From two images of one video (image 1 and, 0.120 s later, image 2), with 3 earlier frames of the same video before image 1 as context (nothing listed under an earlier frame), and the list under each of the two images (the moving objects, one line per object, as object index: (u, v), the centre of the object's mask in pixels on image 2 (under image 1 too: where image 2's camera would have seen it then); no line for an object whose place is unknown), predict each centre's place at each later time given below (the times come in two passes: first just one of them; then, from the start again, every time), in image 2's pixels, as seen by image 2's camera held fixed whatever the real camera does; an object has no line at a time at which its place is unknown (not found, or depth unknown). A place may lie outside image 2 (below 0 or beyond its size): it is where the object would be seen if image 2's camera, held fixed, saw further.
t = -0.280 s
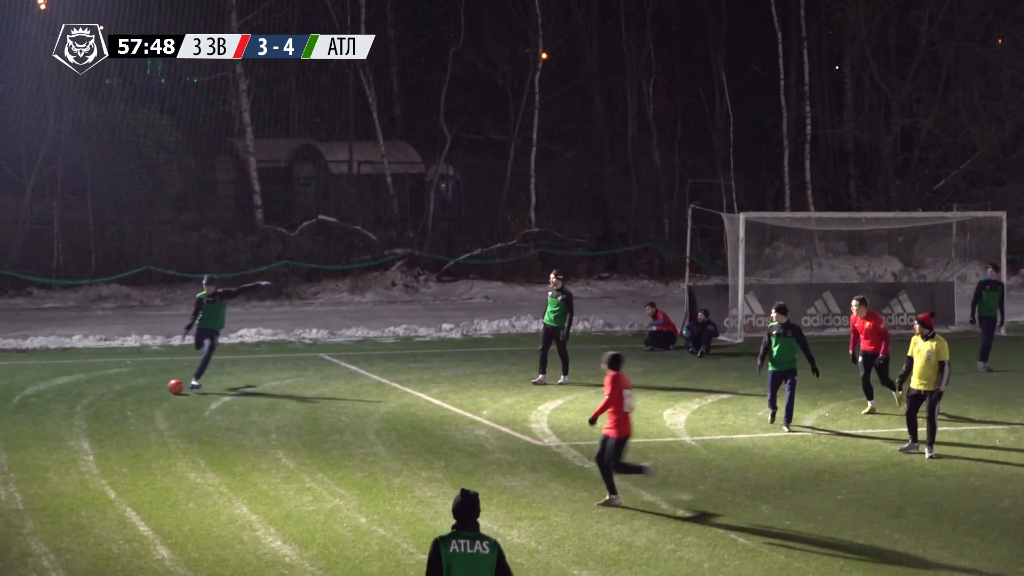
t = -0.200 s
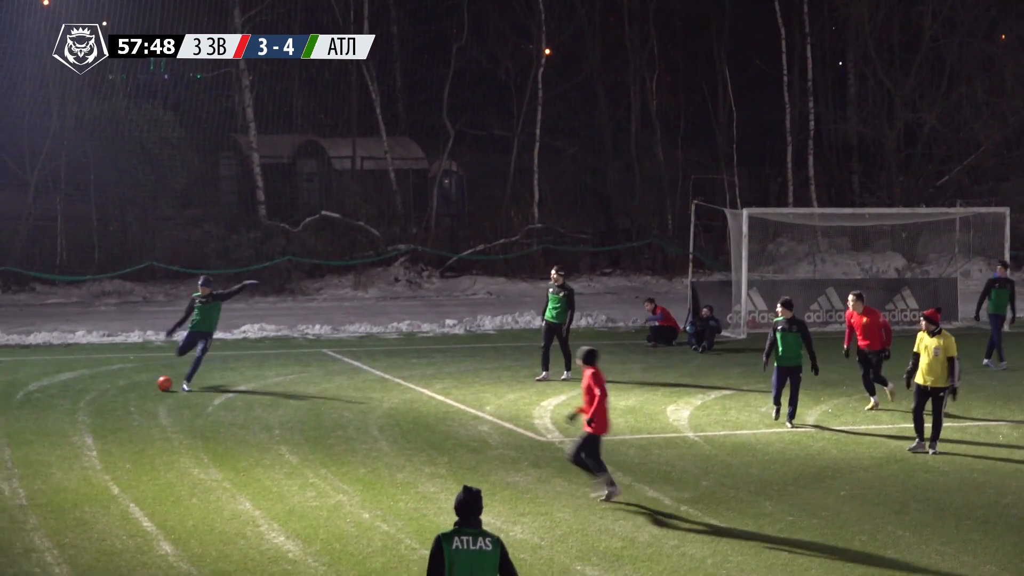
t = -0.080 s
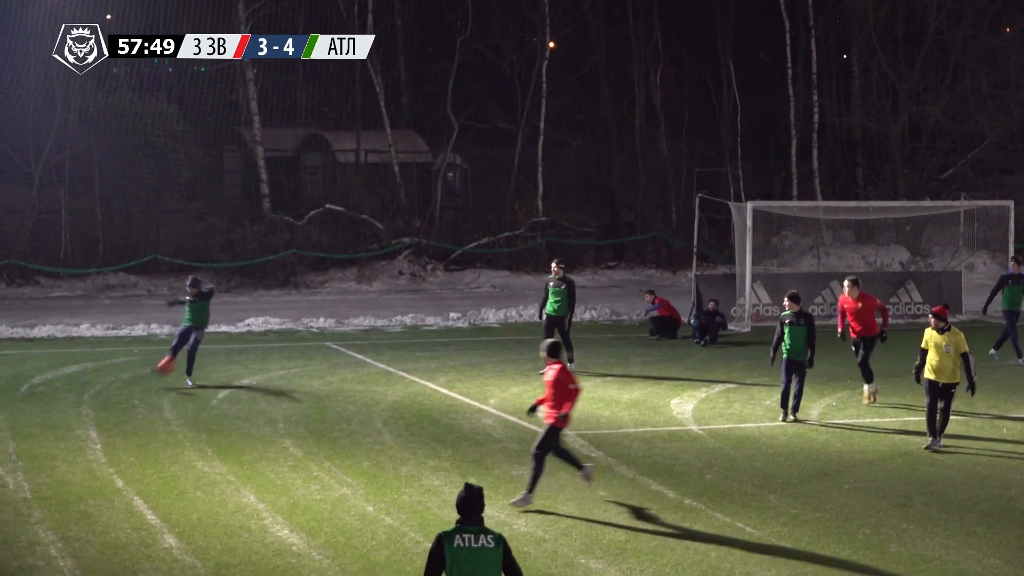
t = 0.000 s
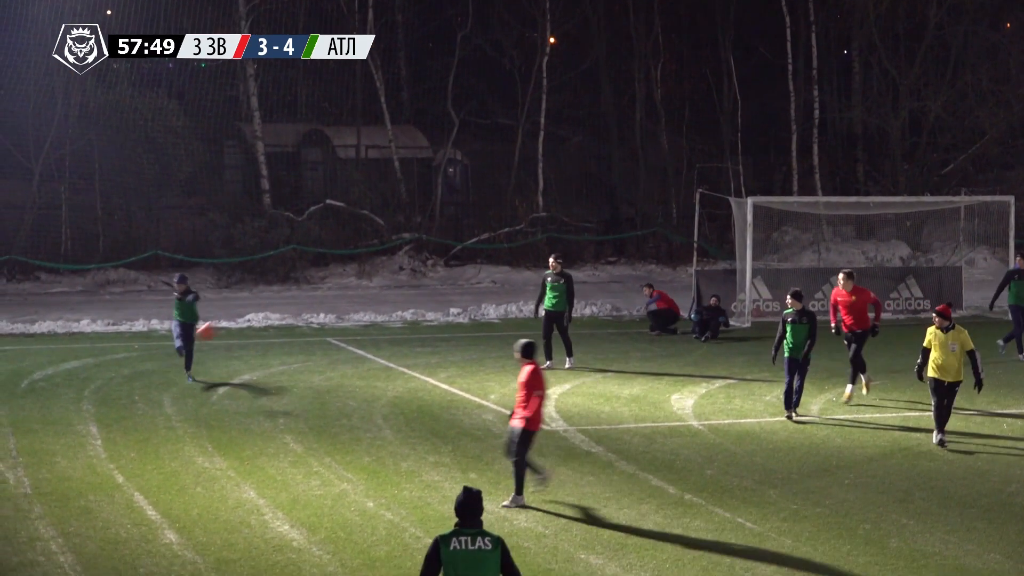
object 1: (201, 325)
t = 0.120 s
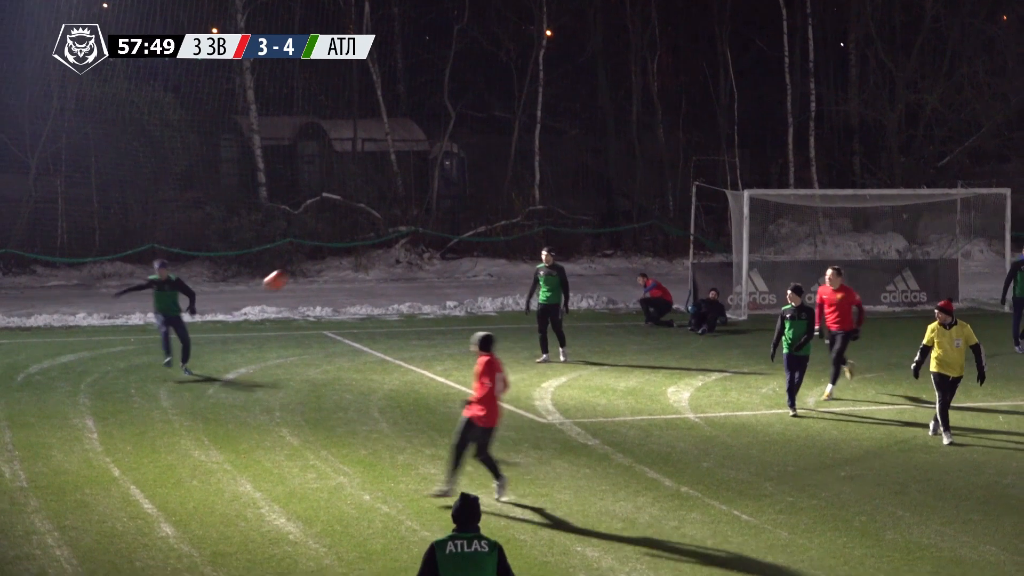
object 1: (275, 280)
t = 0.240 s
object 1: (363, 241)
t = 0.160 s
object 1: (301, 267)
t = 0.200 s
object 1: (332, 253)
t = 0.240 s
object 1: (363, 241)
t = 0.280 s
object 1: (397, 228)
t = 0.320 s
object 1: (433, 217)
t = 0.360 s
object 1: (471, 206)
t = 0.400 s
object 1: (510, 196)
